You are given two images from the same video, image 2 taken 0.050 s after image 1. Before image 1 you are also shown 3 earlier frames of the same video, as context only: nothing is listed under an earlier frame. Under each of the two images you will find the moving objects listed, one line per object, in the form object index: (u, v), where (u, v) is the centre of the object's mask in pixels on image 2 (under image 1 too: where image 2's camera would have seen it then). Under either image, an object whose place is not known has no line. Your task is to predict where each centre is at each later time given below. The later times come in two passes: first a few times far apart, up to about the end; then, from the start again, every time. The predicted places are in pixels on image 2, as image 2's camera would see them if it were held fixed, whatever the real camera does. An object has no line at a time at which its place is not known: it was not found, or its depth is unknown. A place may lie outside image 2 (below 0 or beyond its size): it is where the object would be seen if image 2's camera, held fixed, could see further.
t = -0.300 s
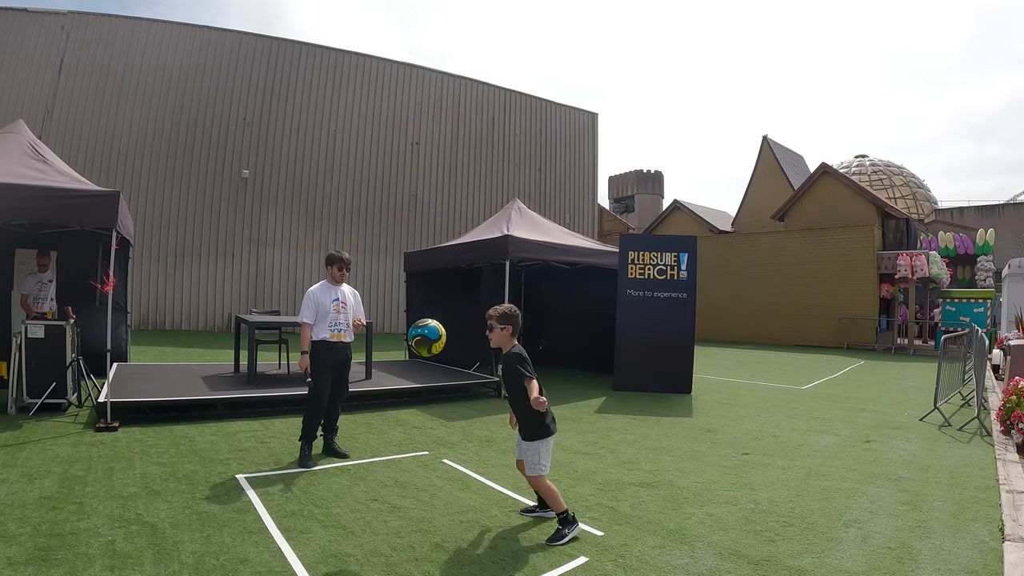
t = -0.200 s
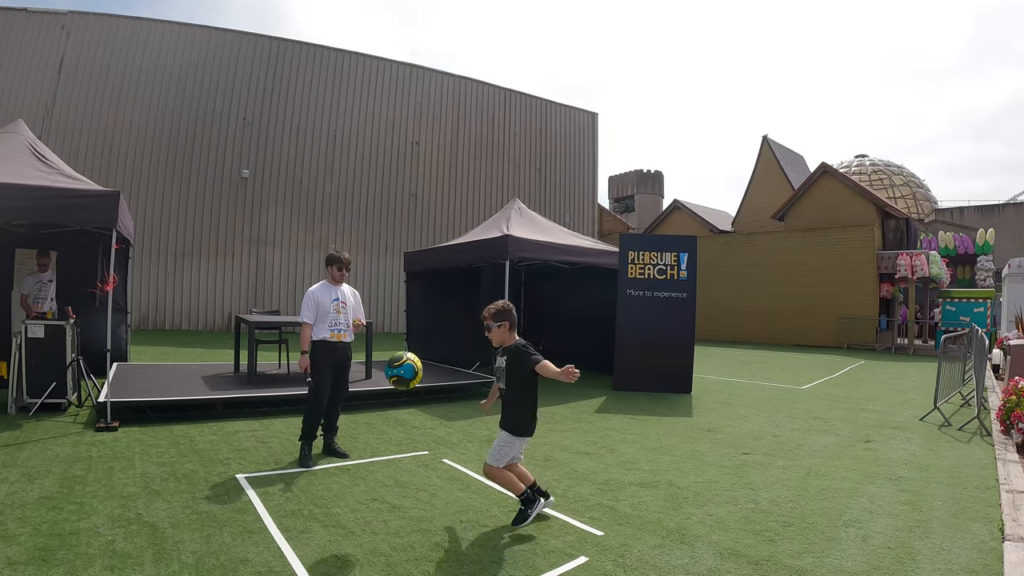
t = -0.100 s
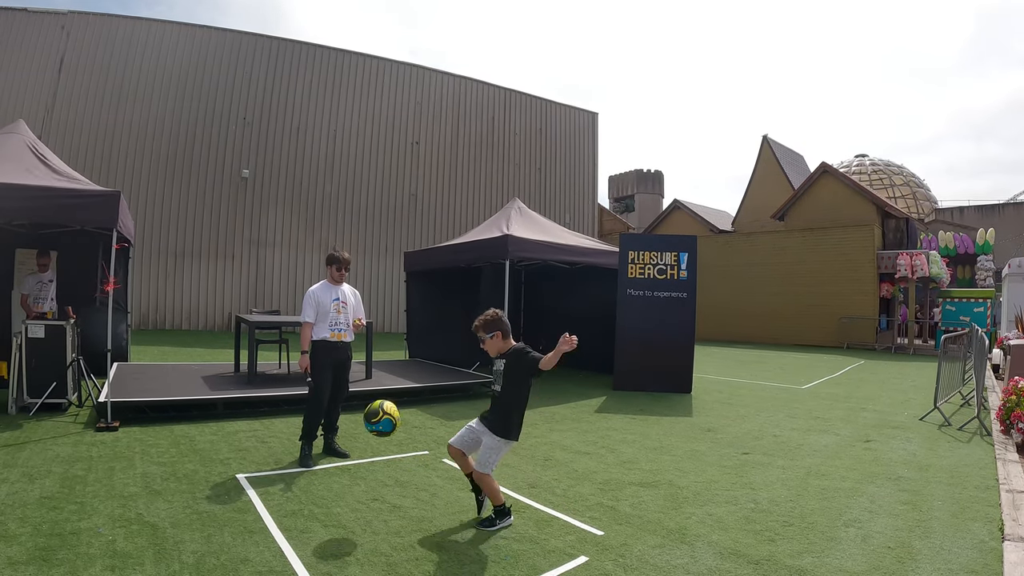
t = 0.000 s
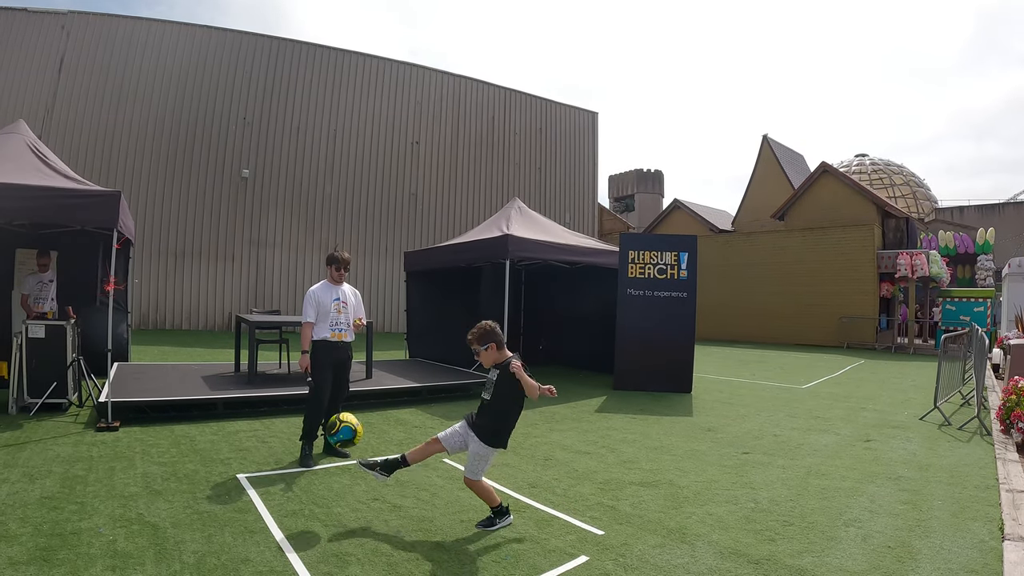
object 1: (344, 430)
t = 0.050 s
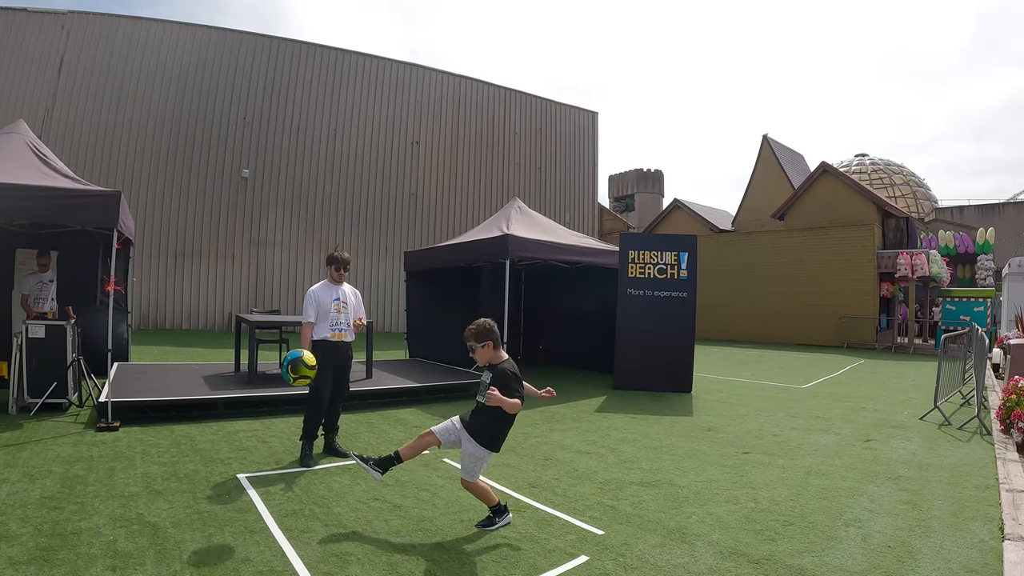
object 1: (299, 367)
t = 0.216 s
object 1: (176, 194)
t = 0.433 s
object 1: (74, 72)
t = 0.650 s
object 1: (7, 38)
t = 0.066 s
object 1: (284, 346)
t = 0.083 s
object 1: (270, 327)
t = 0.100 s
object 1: (257, 308)
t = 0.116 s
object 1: (244, 289)
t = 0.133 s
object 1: (231, 272)
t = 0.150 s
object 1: (219, 255)
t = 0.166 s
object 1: (208, 238)
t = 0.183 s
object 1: (196, 223)
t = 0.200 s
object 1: (186, 208)
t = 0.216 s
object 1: (176, 194)
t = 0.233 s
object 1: (166, 180)
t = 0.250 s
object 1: (157, 167)
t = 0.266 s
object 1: (149, 155)
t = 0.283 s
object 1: (140, 144)
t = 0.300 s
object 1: (131, 133)
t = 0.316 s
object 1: (124, 123)
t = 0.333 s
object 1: (116, 113)
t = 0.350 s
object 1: (108, 105)
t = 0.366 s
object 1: (101, 97)
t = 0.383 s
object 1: (94, 90)
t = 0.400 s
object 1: (87, 84)
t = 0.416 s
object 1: (81, 77)
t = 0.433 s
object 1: (74, 72)
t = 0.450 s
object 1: (68, 66)
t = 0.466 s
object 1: (62, 62)
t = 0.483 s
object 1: (55, 58)
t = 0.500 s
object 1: (50, 55)
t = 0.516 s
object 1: (44, 52)
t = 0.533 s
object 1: (38, 48)
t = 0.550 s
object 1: (33, 46)
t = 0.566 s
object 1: (28, 44)
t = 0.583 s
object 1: (22, 42)
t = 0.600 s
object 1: (17, 40)
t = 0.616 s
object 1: (12, 39)
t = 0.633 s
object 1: (9, 38)
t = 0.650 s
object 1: (7, 38)
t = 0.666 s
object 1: (4, 37)
